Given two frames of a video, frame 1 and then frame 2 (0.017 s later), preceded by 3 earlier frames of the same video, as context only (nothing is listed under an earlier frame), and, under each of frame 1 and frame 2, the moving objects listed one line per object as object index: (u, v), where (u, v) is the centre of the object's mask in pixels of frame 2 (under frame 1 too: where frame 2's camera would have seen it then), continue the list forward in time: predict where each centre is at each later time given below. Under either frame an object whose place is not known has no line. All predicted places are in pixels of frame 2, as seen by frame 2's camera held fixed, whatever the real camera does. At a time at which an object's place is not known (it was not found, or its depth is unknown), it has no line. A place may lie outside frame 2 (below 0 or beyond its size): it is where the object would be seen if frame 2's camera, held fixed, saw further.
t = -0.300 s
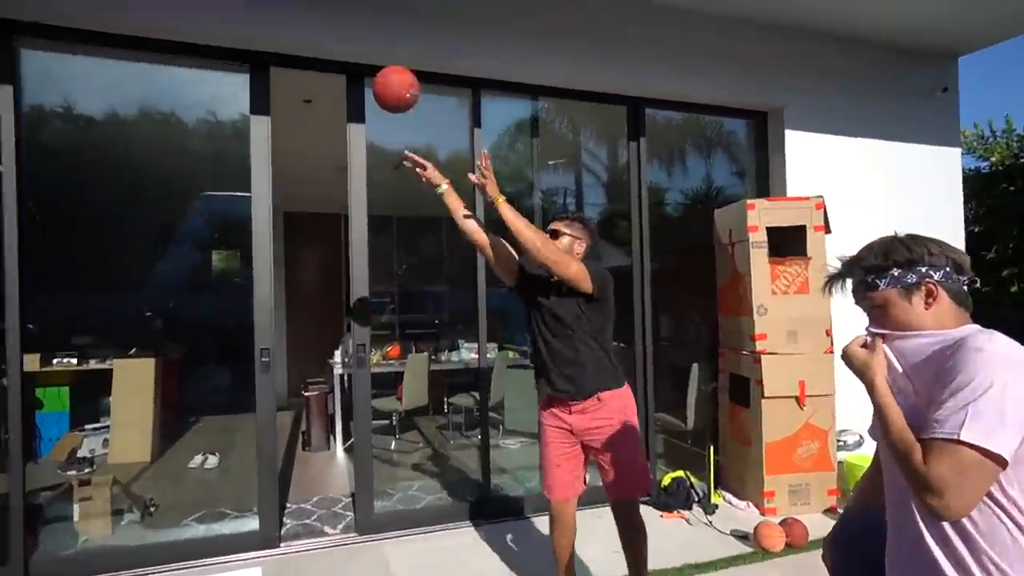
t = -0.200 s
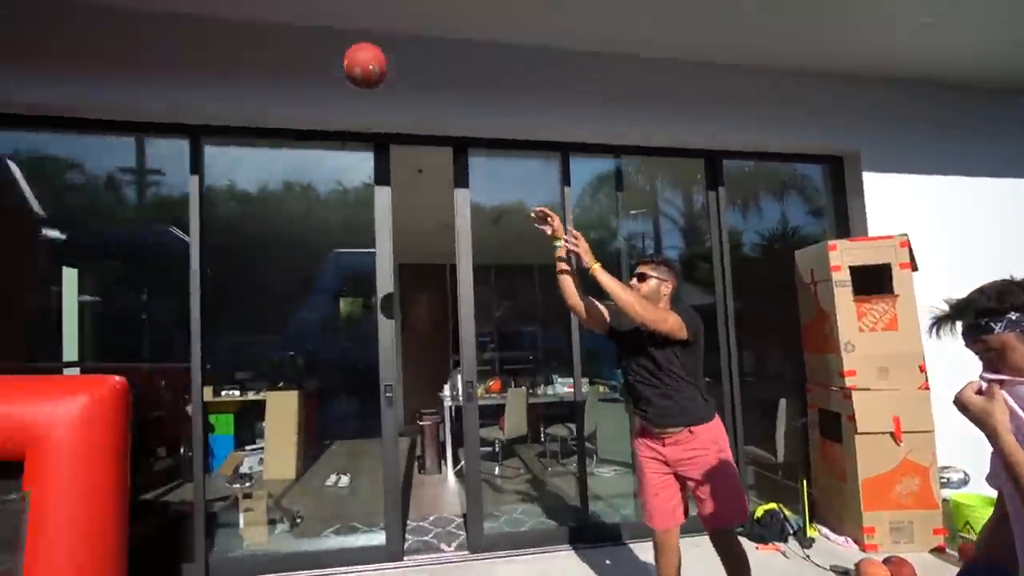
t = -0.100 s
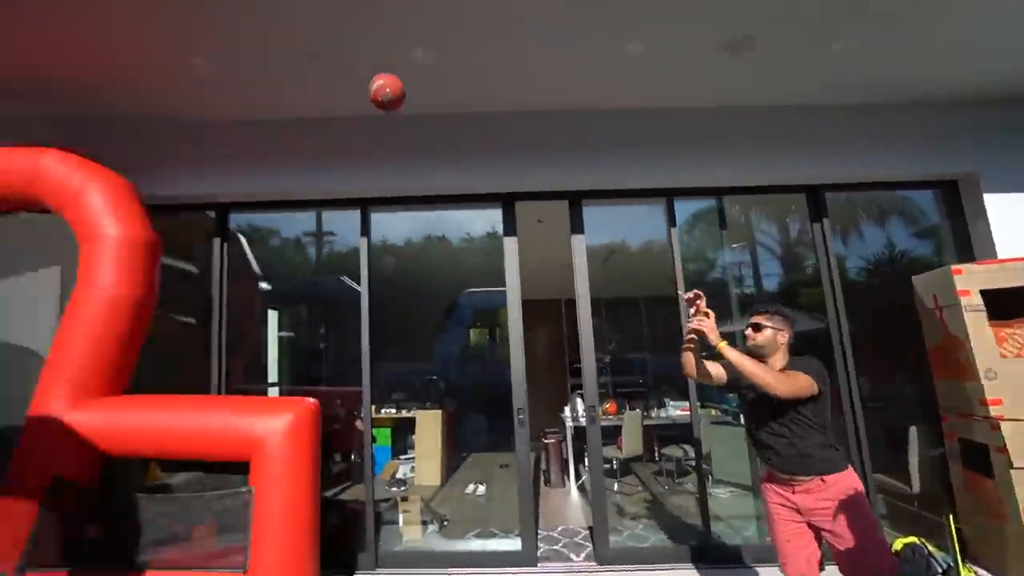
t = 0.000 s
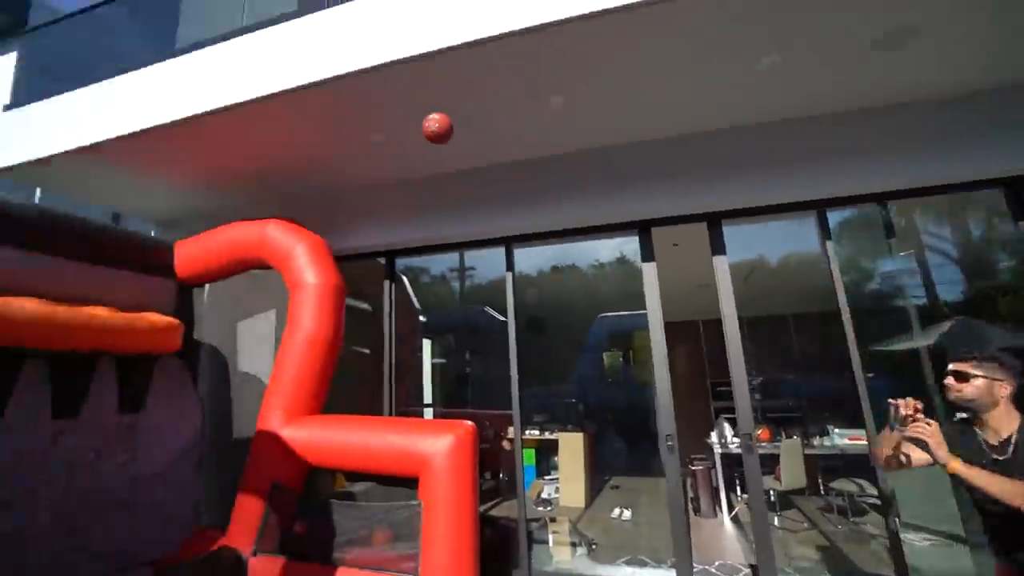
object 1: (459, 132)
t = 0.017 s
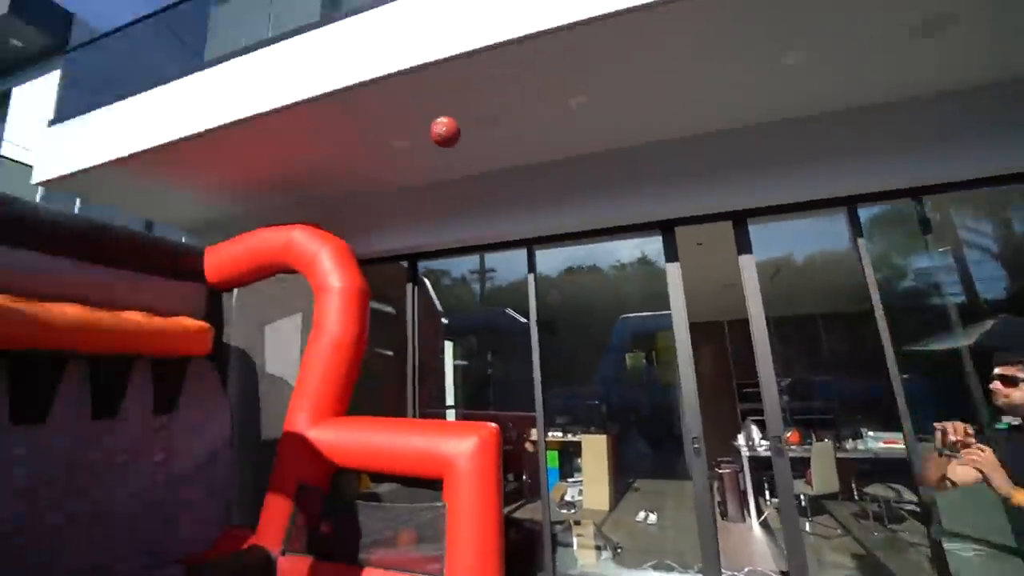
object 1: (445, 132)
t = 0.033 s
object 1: (432, 131)
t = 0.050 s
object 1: (418, 132)
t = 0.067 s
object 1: (405, 133)
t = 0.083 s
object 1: (392, 135)
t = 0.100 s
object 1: (379, 137)
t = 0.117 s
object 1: (367, 139)
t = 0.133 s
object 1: (356, 141)
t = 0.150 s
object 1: (344, 144)
